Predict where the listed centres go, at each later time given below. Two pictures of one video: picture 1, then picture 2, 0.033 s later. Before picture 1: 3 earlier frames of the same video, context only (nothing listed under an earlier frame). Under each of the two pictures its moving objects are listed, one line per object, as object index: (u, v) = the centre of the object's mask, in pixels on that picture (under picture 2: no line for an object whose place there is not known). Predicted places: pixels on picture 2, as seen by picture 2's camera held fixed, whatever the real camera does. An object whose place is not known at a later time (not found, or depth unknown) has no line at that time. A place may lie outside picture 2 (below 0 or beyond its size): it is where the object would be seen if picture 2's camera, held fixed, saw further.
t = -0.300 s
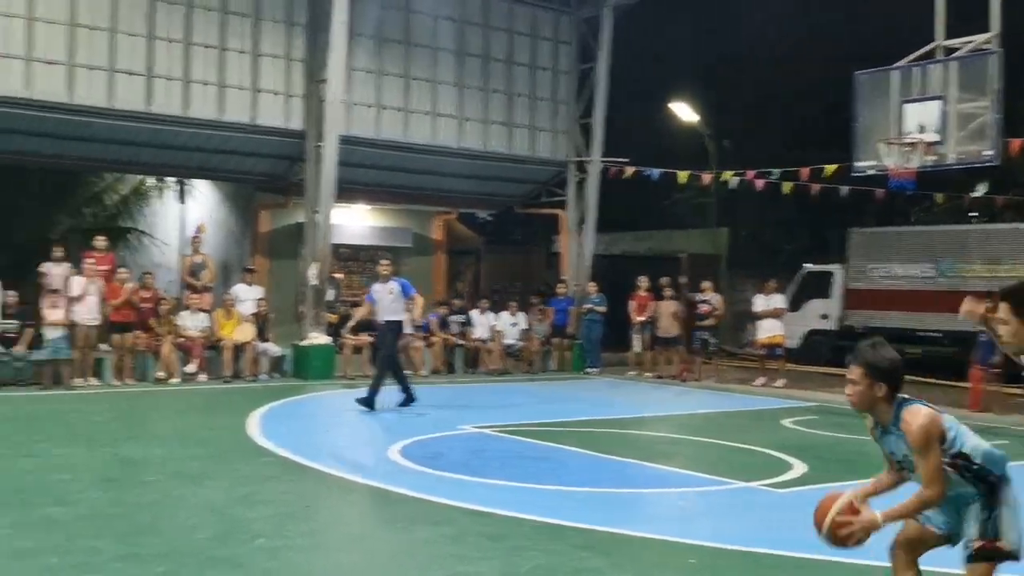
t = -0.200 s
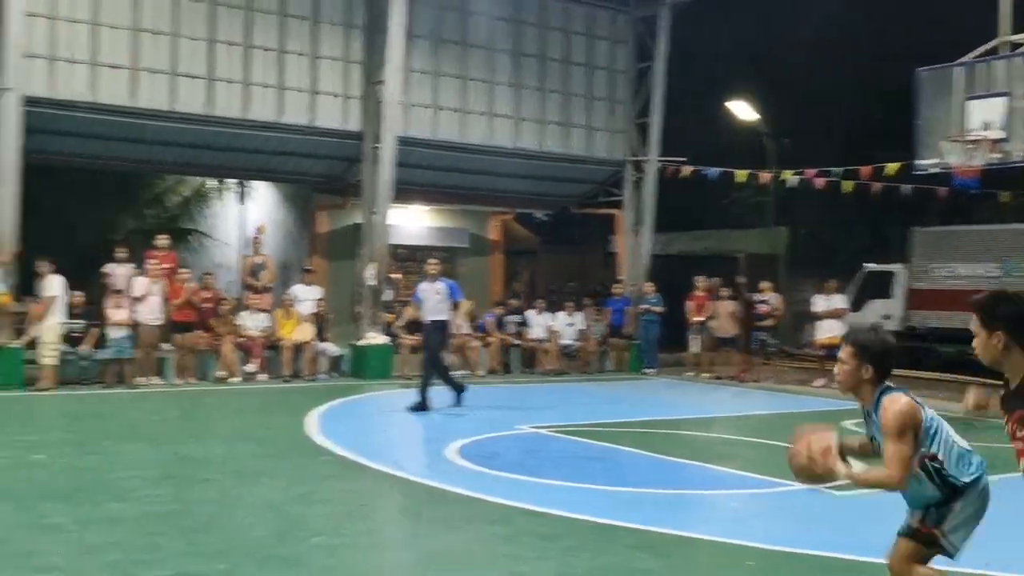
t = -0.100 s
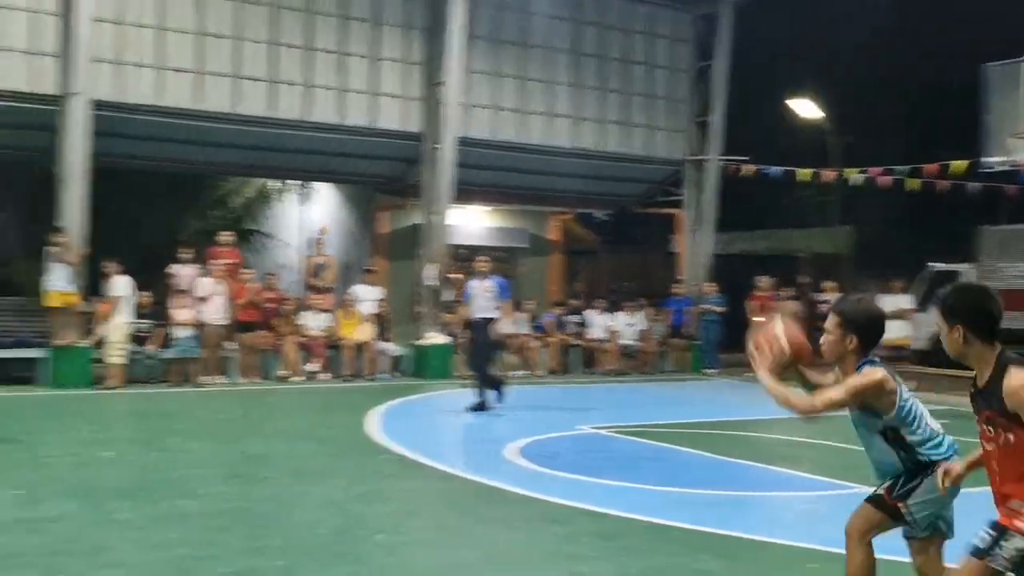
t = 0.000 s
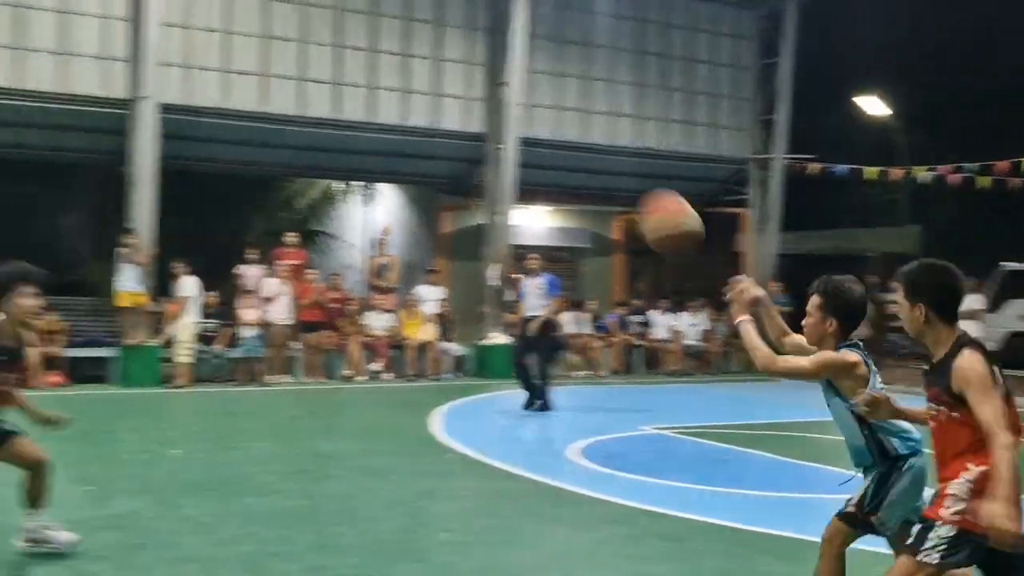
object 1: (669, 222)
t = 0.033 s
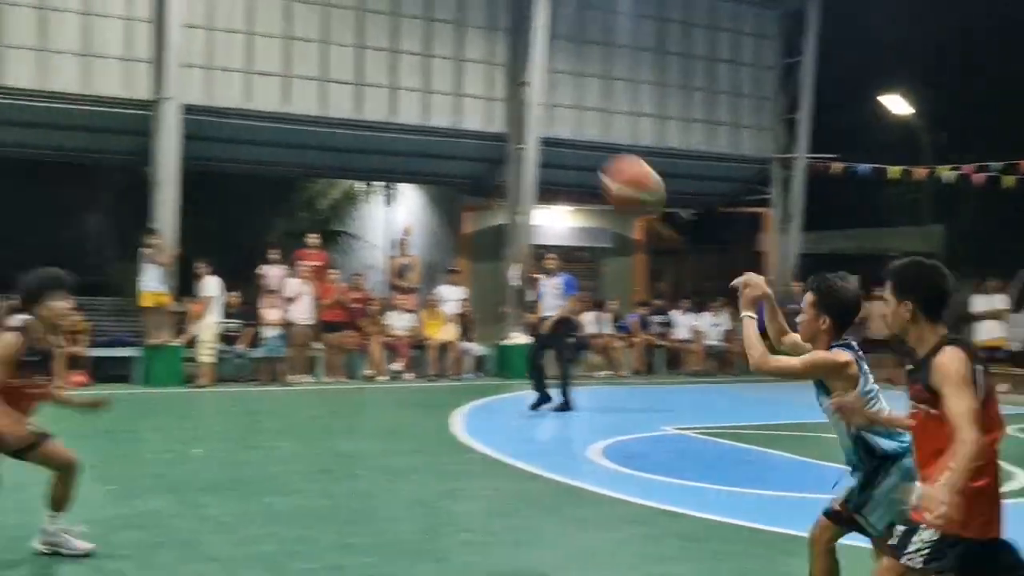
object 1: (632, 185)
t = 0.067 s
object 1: (575, 150)
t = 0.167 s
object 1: (416, 77)
